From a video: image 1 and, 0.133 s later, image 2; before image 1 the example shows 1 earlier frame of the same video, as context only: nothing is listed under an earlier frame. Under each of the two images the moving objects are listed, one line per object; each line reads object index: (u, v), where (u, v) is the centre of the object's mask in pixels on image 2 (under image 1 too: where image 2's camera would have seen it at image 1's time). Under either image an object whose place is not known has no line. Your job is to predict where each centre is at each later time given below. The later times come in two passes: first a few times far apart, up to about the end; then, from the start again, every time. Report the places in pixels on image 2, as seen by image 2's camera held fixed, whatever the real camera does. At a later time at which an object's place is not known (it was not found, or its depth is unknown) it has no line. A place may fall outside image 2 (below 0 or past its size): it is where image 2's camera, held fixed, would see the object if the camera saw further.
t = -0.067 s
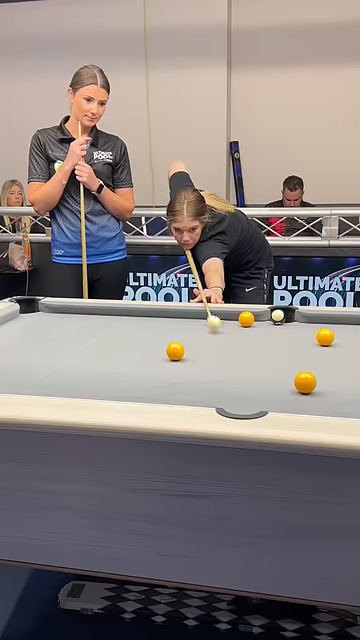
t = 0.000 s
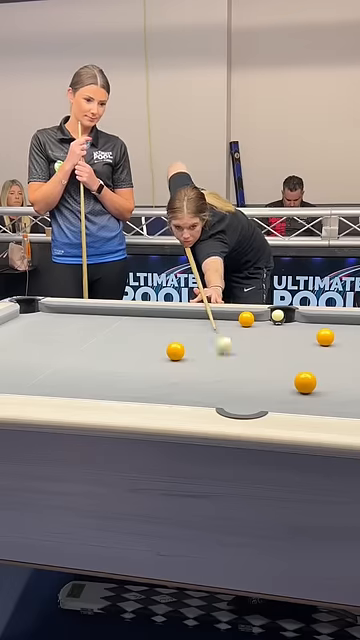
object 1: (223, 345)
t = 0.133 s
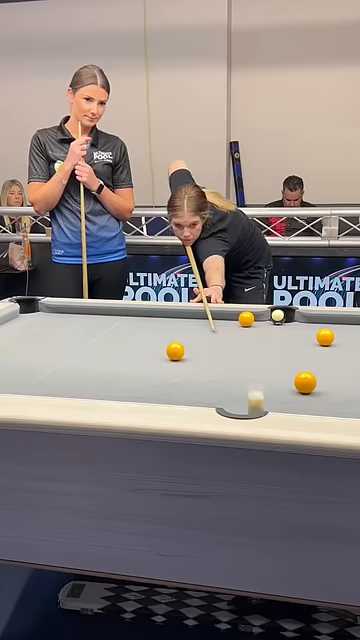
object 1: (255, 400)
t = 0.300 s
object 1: (227, 388)
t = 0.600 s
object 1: (235, 357)
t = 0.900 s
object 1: (246, 344)
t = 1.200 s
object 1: (254, 333)
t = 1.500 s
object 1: (261, 324)
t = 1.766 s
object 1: (263, 318)
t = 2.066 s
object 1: (265, 318)
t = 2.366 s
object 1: (271, 320)
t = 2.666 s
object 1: (275, 321)
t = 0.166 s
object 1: (247, 407)
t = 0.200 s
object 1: (228, 404)
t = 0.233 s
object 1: (226, 399)
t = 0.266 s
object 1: (227, 394)
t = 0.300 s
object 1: (227, 388)
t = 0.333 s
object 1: (228, 382)
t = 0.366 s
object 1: (228, 378)
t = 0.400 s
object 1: (229, 373)
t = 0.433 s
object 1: (230, 370)
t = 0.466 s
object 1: (231, 367)
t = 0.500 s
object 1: (232, 364)
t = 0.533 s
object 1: (233, 361)
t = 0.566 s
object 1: (234, 359)
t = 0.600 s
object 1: (235, 357)
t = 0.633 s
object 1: (237, 355)
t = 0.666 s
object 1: (238, 353)
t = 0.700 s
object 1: (239, 352)
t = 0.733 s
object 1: (240, 350)
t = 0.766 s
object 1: (241, 349)
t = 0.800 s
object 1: (242, 347)
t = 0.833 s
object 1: (243, 346)
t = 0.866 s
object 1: (244, 345)
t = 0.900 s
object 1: (246, 344)
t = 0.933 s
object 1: (247, 342)
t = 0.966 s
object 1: (247, 341)
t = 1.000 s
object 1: (249, 340)
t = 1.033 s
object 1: (250, 339)
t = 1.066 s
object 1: (251, 337)
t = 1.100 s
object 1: (252, 336)
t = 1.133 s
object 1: (253, 335)
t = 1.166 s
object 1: (254, 334)
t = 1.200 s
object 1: (254, 333)
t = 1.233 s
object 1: (255, 333)
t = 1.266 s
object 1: (256, 331)
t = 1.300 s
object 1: (256, 330)
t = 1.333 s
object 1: (257, 329)
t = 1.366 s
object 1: (258, 328)
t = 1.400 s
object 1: (259, 327)
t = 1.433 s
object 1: (260, 326)
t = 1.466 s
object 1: (260, 325)
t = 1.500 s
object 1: (261, 324)
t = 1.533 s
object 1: (262, 323)
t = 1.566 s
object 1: (262, 322)
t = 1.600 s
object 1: (263, 321)
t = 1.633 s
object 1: (264, 320)
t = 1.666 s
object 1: (264, 320)
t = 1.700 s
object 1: (264, 319)
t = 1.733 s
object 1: (263, 318)
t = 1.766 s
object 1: (263, 318)
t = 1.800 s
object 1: (262, 317)
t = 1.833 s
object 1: (261, 316)
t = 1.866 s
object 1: (261, 316)
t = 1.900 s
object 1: (262, 317)
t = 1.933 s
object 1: (262, 317)
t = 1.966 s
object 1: (263, 317)
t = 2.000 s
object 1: (264, 318)
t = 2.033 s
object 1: (264, 318)
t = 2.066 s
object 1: (265, 318)
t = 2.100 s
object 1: (265, 318)
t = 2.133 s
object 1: (266, 319)
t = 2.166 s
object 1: (267, 318)
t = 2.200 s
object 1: (267, 319)
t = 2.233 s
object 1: (268, 319)
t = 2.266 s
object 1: (269, 319)
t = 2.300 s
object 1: (269, 319)
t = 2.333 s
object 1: (270, 319)
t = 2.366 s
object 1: (271, 320)
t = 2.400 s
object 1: (271, 320)
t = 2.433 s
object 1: (272, 320)
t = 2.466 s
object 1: (272, 320)
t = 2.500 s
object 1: (273, 320)
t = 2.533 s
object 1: (273, 321)
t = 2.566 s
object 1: (273, 321)
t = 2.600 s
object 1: (274, 321)
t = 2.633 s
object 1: (274, 321)
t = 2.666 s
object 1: (275, 321)
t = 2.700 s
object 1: (275, 321)
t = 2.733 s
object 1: (276, 321)
